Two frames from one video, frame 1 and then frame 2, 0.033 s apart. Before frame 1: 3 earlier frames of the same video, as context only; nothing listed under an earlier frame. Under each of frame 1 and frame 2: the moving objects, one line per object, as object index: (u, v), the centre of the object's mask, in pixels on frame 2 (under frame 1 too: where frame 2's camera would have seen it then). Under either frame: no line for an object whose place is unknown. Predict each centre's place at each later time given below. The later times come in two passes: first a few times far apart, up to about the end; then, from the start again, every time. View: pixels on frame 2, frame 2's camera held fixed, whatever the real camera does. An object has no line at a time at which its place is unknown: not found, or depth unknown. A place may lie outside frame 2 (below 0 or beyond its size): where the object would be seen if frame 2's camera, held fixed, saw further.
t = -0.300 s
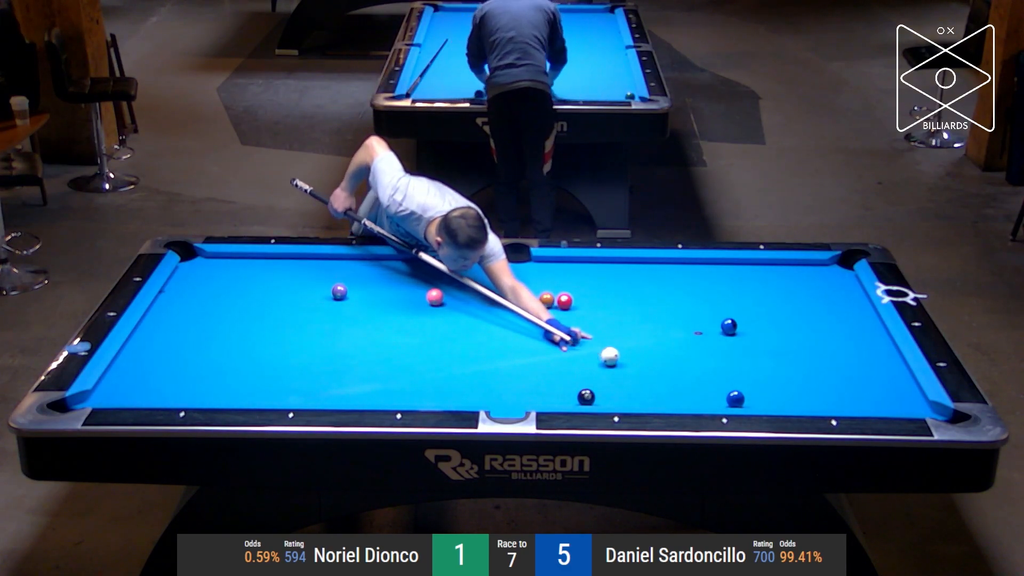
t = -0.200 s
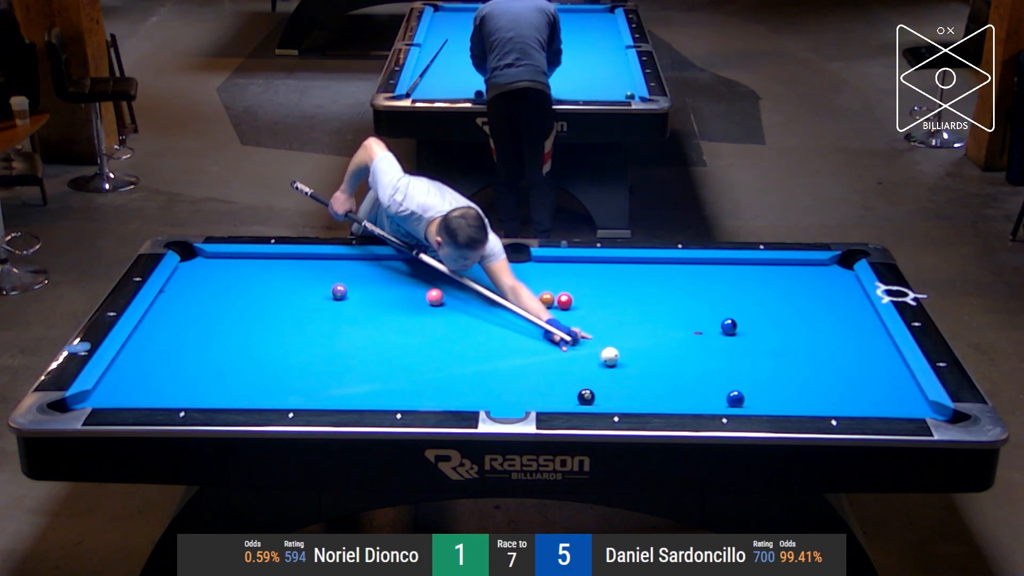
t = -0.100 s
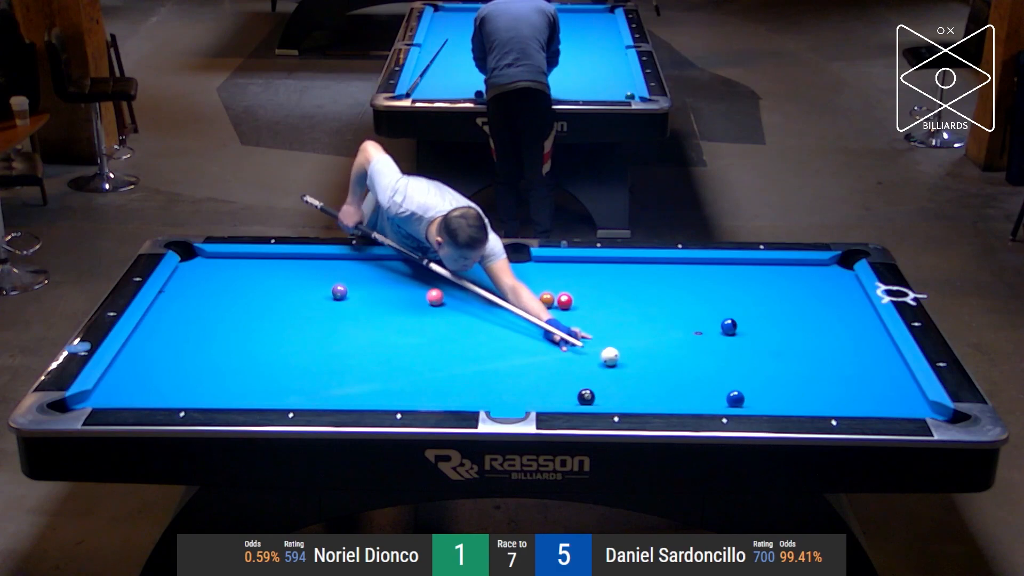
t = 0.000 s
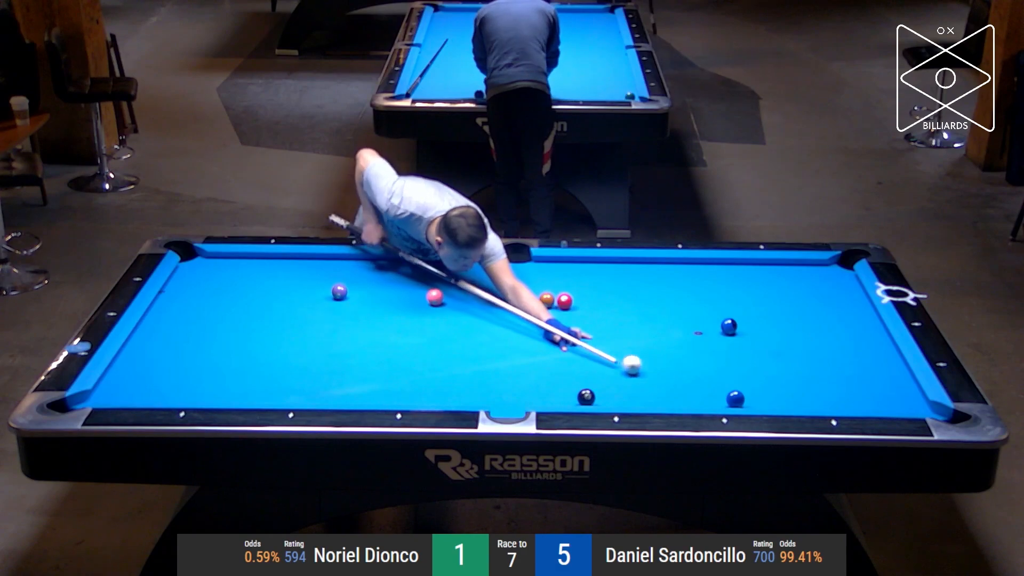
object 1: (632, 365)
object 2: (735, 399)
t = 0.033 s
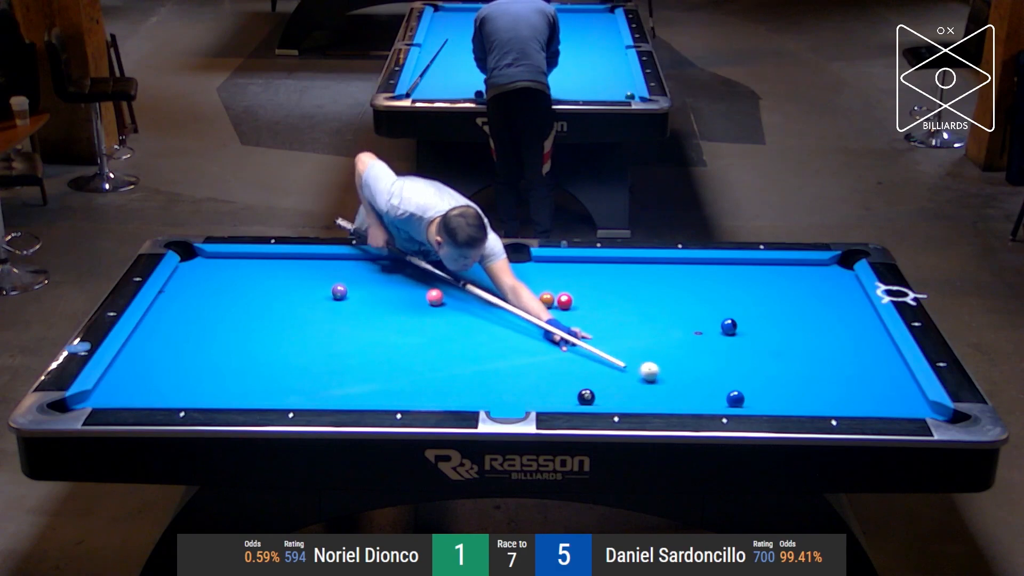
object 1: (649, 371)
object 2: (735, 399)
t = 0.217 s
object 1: (716, 401)
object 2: (755, 400)
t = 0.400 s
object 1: (703, 395)
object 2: (820, 404)
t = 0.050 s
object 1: (658, 375)
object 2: (735, 399)
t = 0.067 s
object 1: (666, 378)
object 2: (735, 399)
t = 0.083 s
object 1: (674, 382)
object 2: (735, 399)
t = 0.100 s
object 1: (683, 385)
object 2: (735, 399)
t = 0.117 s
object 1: (691, 388)
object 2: (735, 399)
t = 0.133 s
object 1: (699, 391)
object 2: (735, 399)
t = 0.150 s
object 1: (707, 394)
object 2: (735, 399)
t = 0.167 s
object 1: (715, 397)
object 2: (735, 399)
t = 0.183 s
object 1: (716, 398)
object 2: (742, 399)
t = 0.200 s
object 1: (717, 399)
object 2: (749, 400)
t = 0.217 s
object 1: (716, 401)
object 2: (755, 400)
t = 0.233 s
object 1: (717, 402)
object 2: (762, 400)
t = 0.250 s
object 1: (716, 402)
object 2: (769, 401)
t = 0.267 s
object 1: (715, 401)
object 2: (775, 401)
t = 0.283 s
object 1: (713, 401)
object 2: (782, 402)
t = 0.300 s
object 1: (712, 400)
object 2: (787, 402)
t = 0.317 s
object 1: (710, 399)
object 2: (793, 402)
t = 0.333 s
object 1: (709, 399)
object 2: (798, 403)
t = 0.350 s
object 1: (707, 398)
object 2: (804, 403)
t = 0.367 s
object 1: (706, 397)
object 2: (809, 403)
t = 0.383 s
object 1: (704, 396)
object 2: (814, 404)
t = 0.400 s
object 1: (703, 395)
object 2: (820, 404)
